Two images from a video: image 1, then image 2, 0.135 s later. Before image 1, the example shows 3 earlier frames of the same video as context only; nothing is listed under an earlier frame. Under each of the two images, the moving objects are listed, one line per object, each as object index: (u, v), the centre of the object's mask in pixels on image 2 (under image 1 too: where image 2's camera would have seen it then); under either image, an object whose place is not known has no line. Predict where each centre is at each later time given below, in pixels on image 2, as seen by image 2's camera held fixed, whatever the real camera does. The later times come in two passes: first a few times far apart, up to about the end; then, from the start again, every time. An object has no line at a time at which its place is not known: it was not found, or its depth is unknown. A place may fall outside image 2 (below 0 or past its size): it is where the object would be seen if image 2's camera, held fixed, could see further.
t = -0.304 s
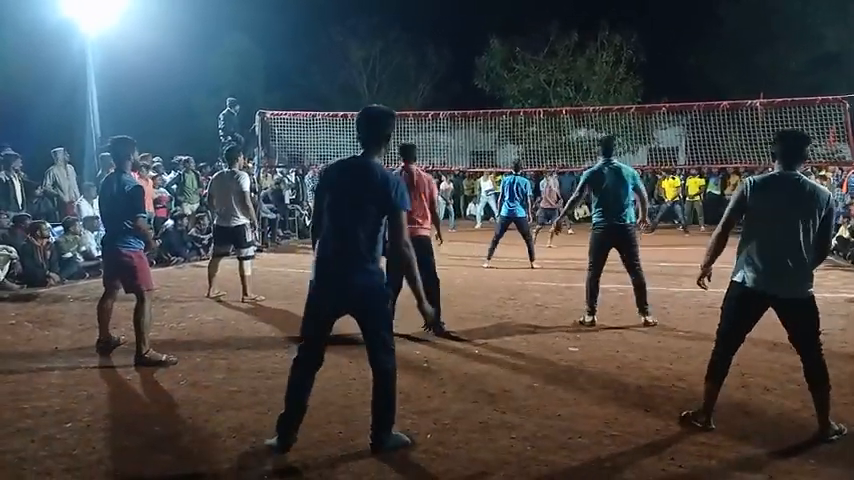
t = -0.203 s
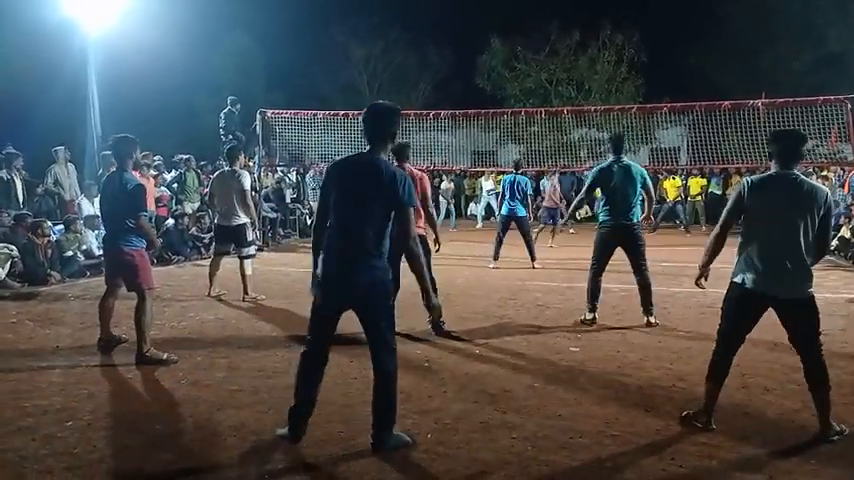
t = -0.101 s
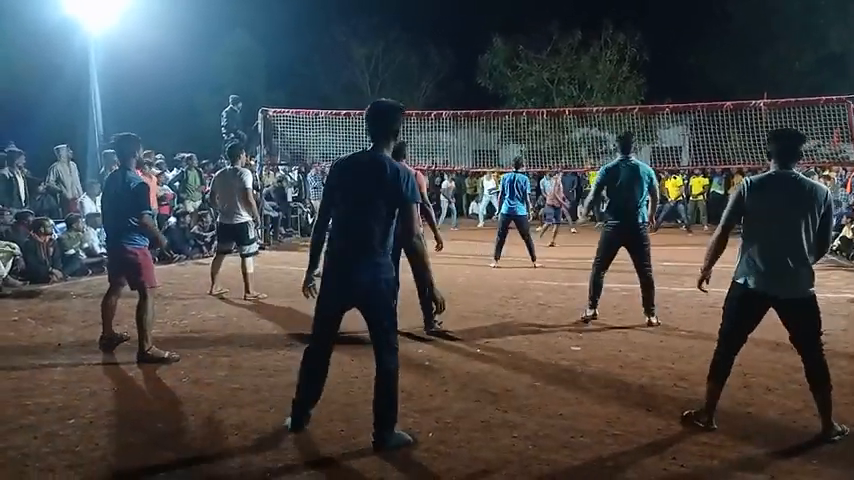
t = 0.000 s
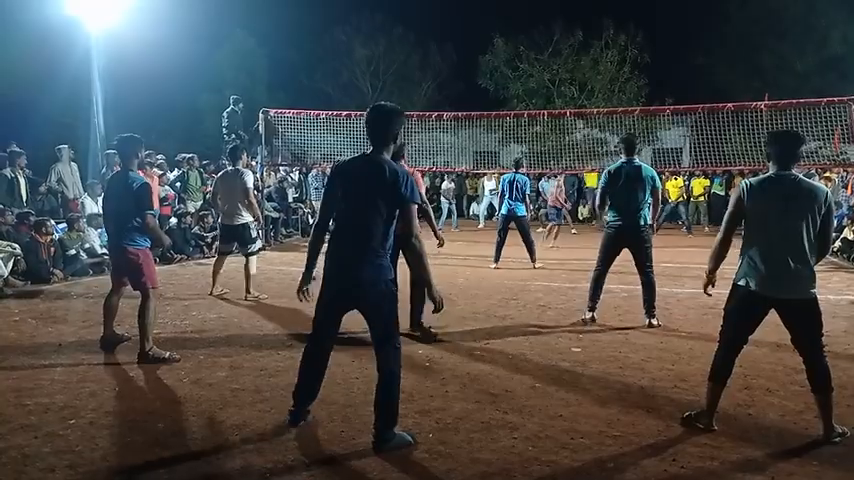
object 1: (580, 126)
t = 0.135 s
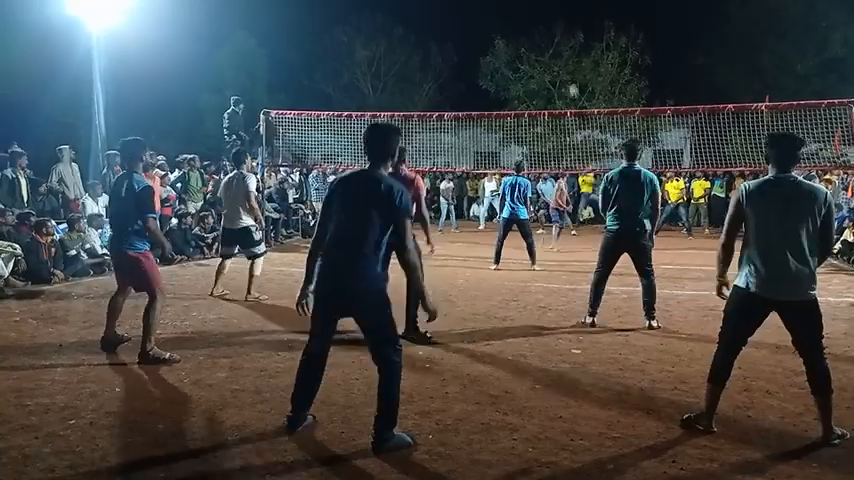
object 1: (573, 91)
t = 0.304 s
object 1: (561, 51)
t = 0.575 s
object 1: (531, 4)
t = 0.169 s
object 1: (571, 82)
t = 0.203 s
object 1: (569, 74)
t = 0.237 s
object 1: (566, 66)
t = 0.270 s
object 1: (564, 58)
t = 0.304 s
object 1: (561, 51)
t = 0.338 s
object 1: (558, 43)
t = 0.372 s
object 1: (555, 37)
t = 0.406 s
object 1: (551, 31)
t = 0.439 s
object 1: (548, 24)
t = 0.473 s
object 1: (544, 19)
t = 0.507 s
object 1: (540, 13)
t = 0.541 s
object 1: (535, 8)
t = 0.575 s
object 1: (531, 4)
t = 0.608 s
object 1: (526, 0)
